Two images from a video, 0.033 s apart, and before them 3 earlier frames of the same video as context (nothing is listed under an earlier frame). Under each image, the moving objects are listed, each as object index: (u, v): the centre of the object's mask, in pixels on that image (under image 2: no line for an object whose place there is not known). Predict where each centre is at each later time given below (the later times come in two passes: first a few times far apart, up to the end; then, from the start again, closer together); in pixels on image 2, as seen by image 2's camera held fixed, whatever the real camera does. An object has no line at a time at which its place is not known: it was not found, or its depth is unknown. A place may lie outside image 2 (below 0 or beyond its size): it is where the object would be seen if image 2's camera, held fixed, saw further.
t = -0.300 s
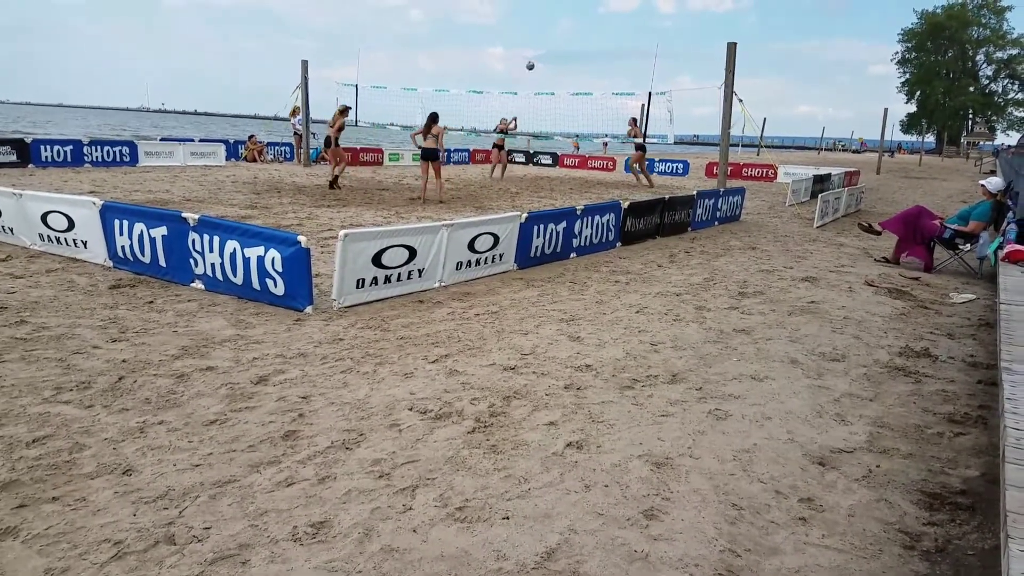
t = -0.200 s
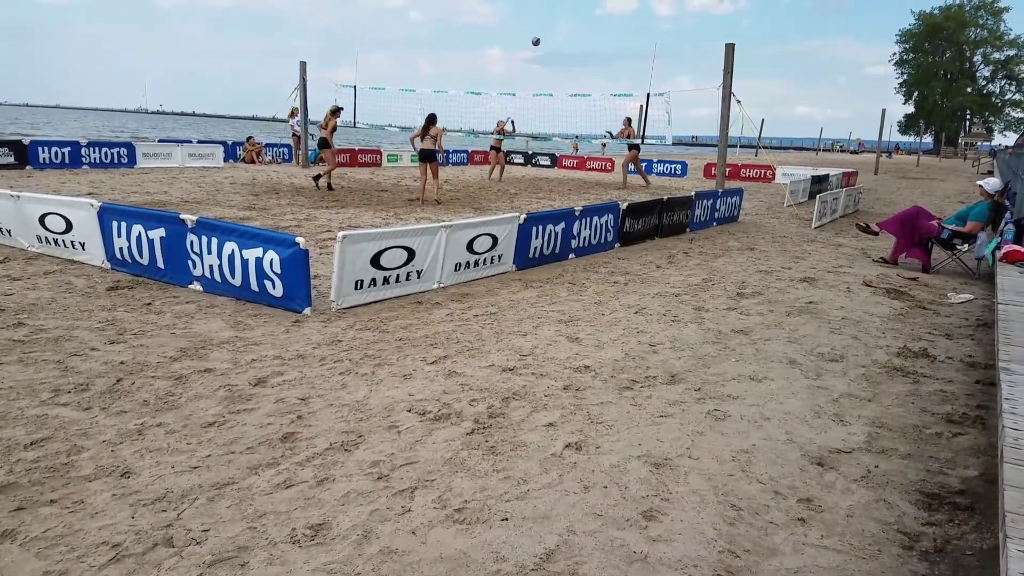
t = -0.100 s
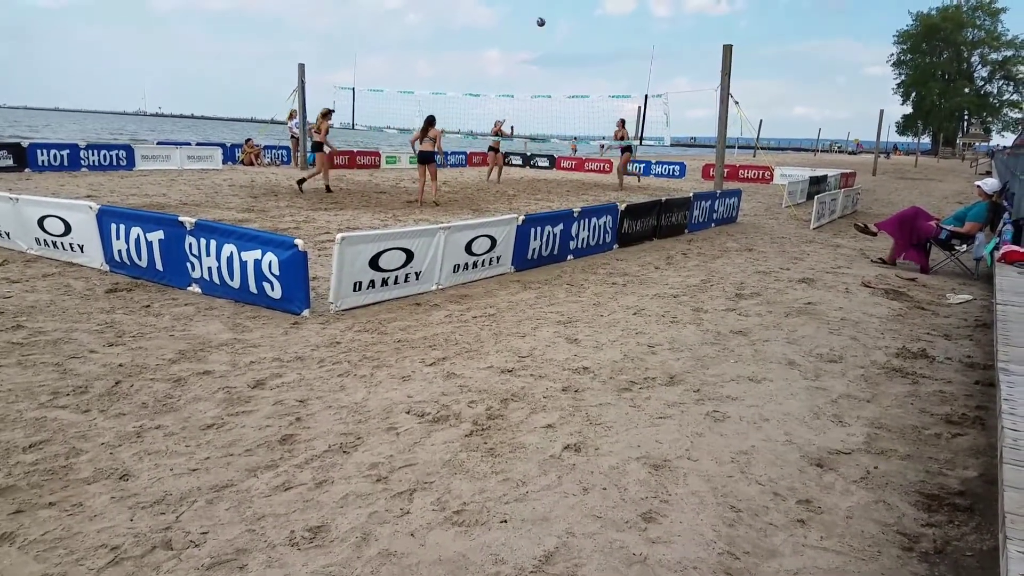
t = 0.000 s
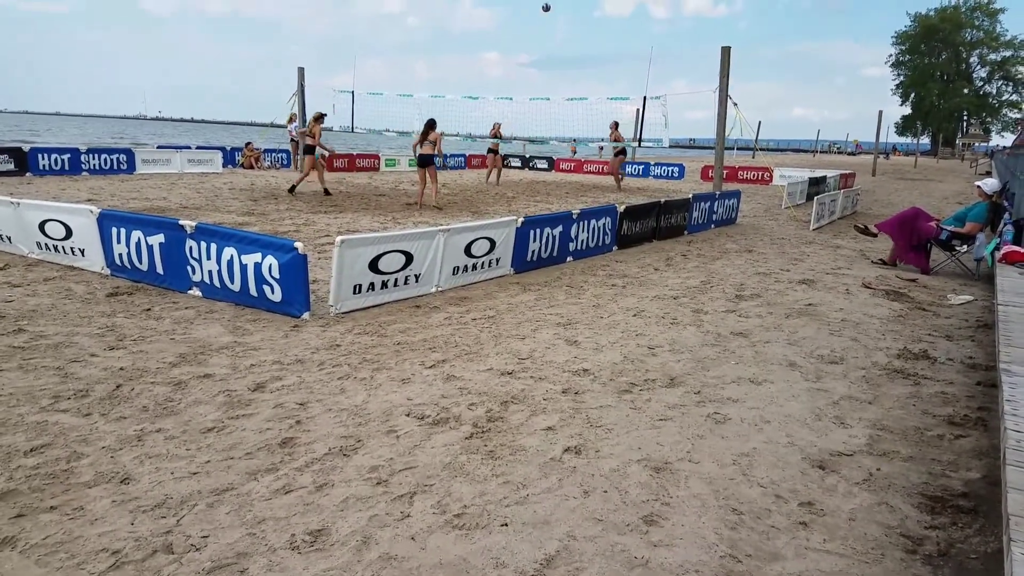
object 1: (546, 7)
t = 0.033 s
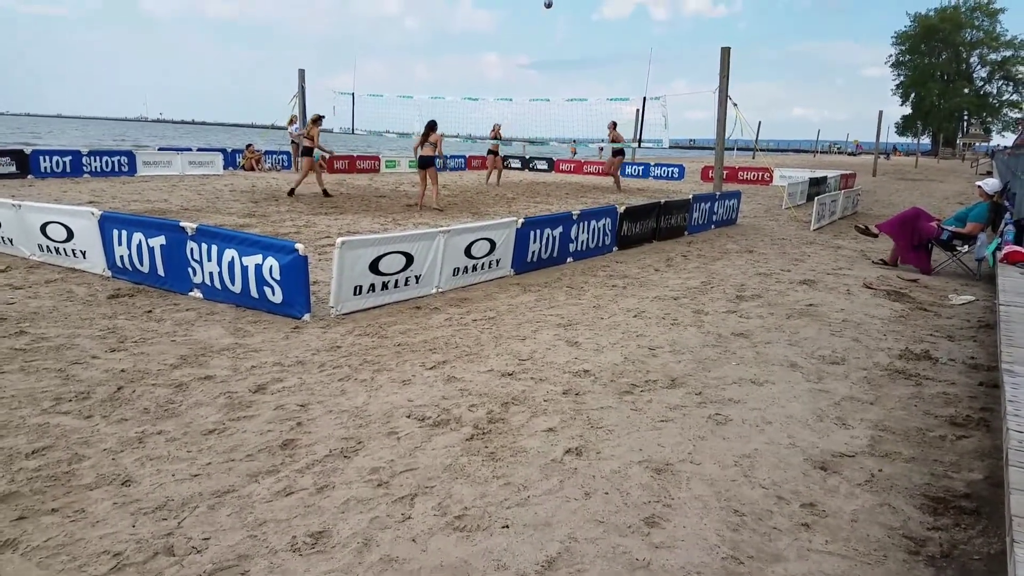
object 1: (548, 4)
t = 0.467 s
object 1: (579, -18)
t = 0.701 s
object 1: (594, 6)
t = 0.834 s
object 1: (602, 32)
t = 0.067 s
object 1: (550, 1)
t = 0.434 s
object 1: (577, -18)
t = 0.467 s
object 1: (579, -18)
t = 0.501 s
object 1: (581, -17)
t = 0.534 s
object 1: (583, -15)
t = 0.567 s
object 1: (586, -11)
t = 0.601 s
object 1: (588, -8)
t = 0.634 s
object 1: (590, -4)
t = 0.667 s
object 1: (592, 1)
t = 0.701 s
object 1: (594, 6)
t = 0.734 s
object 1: (596, 11)
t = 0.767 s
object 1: (598, 18)
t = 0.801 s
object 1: (600, 24)
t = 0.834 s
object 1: (602, 32)
